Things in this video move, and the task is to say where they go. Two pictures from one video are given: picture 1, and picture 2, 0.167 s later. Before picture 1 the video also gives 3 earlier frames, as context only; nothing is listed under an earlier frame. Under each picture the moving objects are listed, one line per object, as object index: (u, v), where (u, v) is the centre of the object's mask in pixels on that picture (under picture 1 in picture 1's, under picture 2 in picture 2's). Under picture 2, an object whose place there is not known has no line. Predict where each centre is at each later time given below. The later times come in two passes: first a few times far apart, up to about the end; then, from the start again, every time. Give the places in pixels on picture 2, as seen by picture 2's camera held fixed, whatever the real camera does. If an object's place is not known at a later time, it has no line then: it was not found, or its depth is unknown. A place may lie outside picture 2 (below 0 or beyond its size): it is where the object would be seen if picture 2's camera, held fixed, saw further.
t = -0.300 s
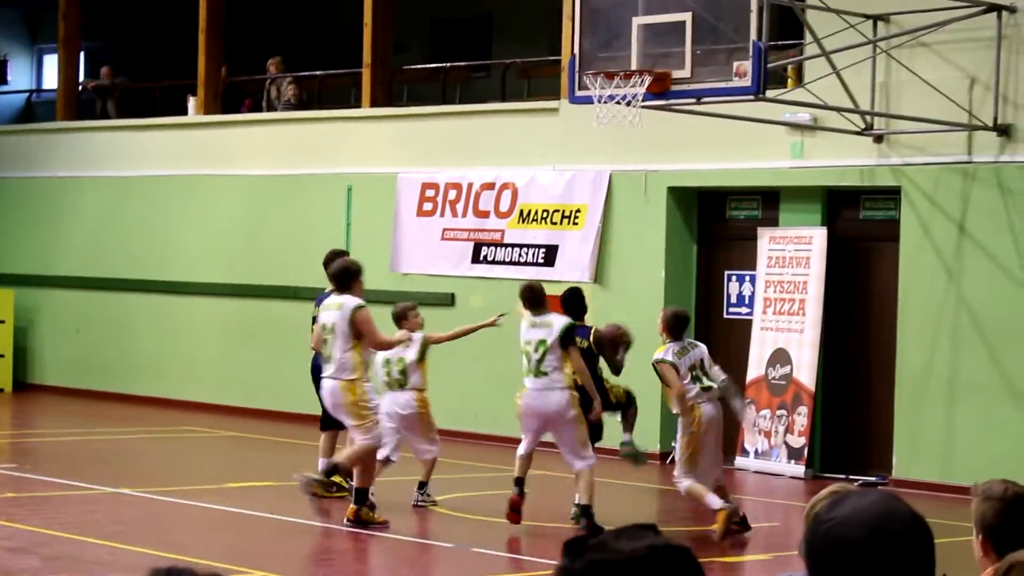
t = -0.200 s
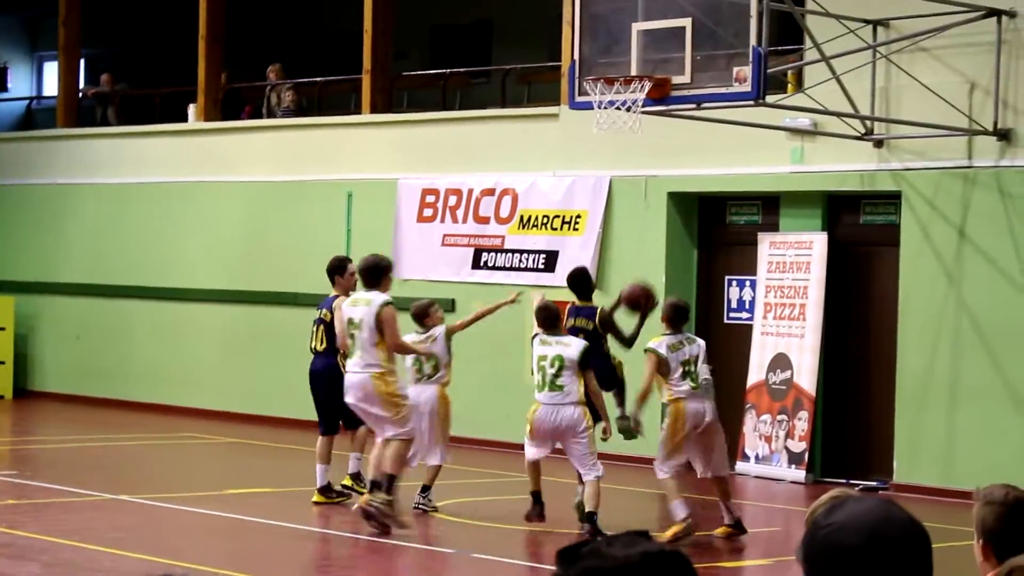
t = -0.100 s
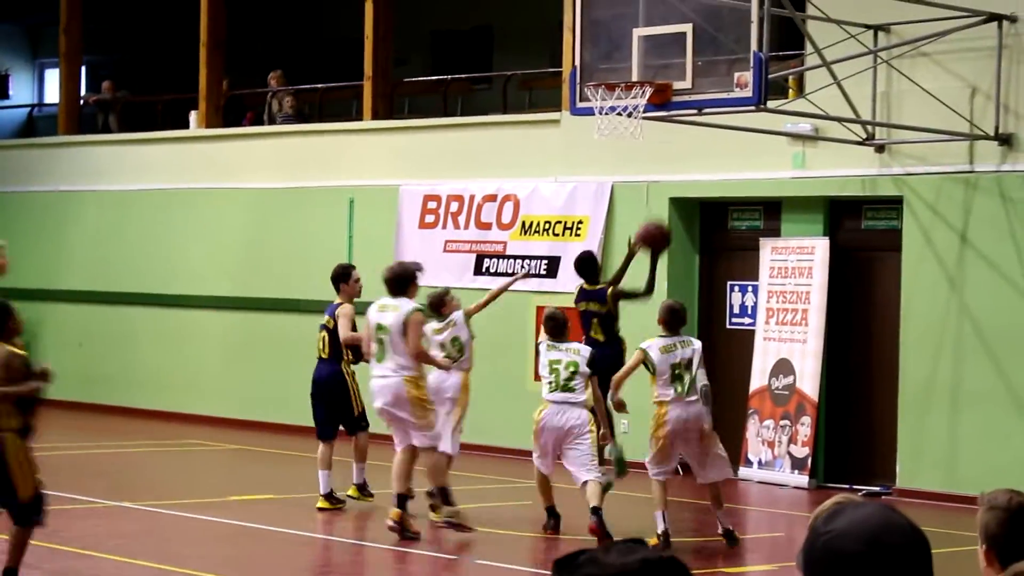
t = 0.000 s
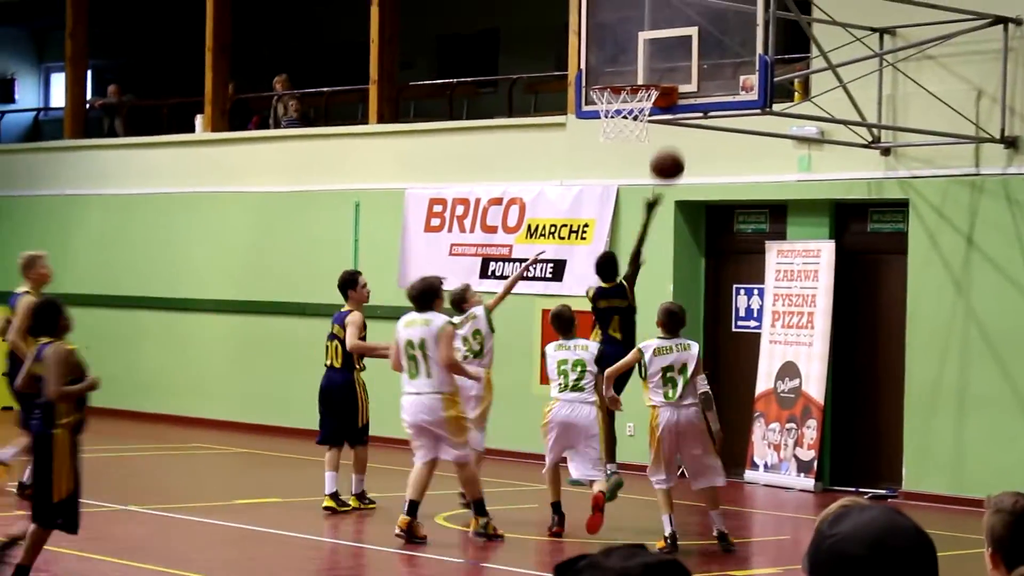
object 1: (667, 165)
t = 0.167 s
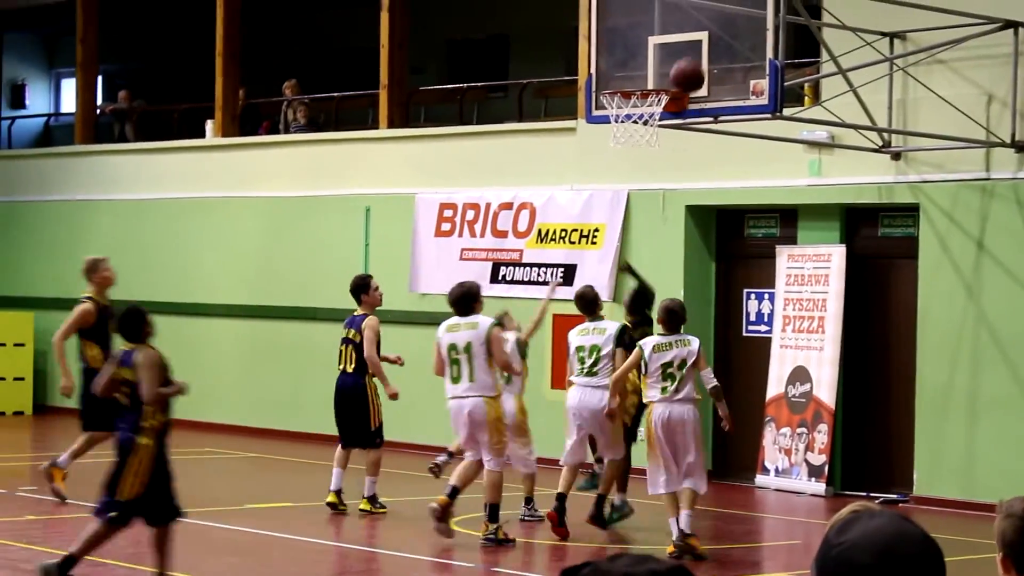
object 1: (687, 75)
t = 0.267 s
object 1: (693, 40)
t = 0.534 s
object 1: (682, 17)
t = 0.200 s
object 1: (689, 62)
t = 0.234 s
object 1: (691, 51)
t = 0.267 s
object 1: (693, 40)
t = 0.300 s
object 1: (694, 31)
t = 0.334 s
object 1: (696, 23)
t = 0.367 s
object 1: (698, 17)
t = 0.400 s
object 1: (699, 13)
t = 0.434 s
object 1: (695, 12)
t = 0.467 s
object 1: (690, 12)
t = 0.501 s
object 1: (686, 13)
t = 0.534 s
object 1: (682, 17)
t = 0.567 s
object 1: (678, 22)
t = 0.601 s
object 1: (674, 28)
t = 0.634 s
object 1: (669, 36)
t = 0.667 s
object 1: (665, 45)
